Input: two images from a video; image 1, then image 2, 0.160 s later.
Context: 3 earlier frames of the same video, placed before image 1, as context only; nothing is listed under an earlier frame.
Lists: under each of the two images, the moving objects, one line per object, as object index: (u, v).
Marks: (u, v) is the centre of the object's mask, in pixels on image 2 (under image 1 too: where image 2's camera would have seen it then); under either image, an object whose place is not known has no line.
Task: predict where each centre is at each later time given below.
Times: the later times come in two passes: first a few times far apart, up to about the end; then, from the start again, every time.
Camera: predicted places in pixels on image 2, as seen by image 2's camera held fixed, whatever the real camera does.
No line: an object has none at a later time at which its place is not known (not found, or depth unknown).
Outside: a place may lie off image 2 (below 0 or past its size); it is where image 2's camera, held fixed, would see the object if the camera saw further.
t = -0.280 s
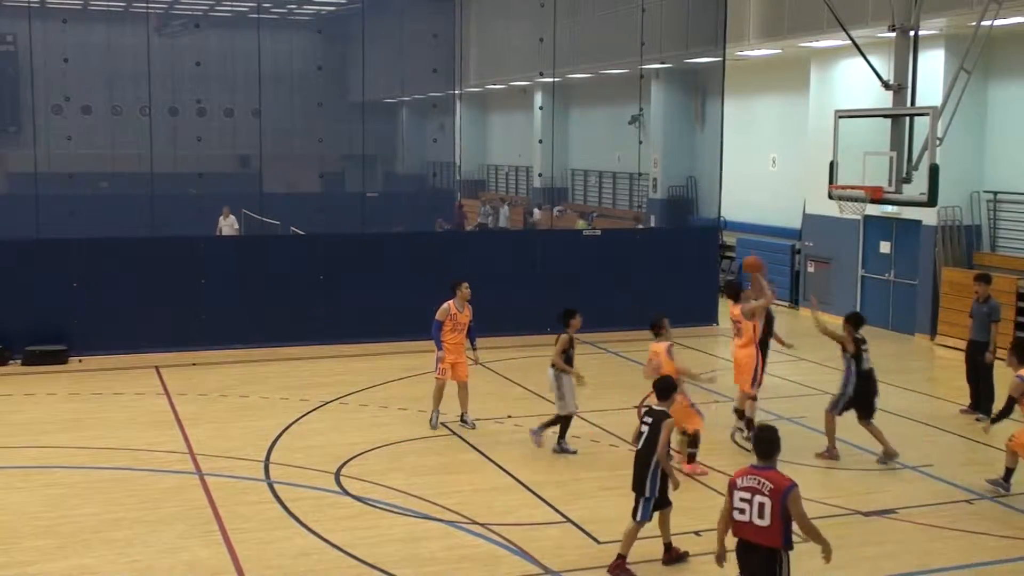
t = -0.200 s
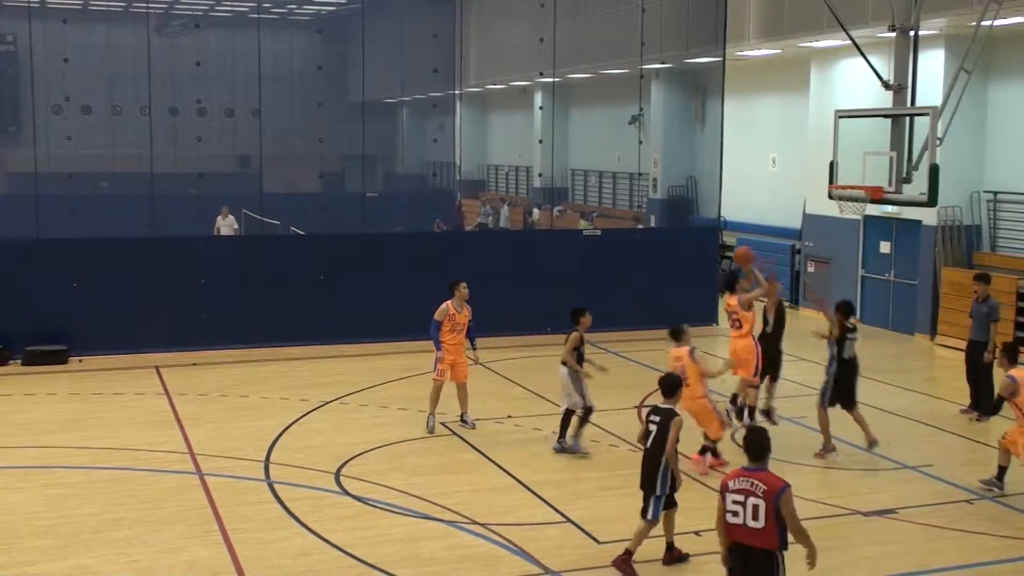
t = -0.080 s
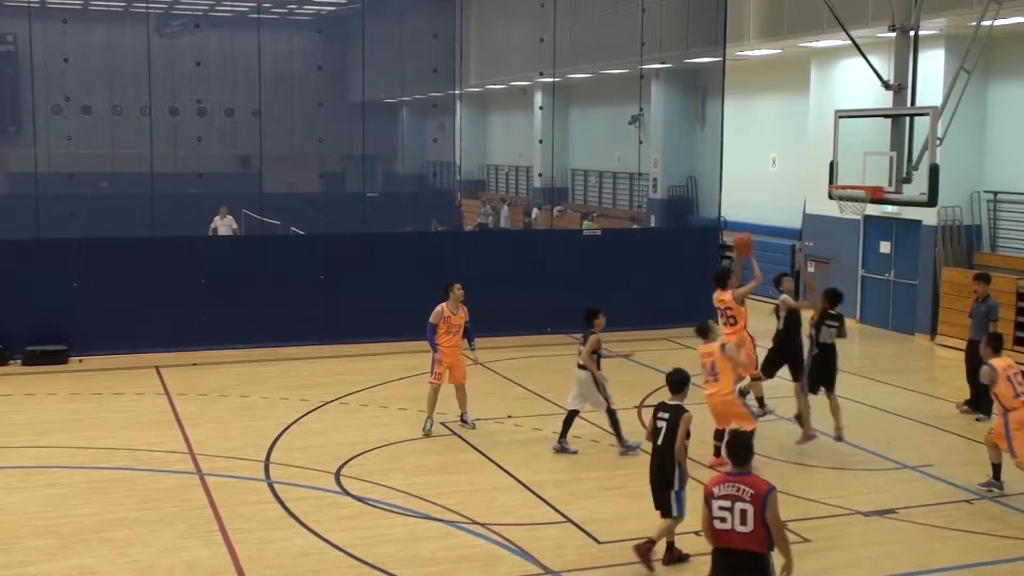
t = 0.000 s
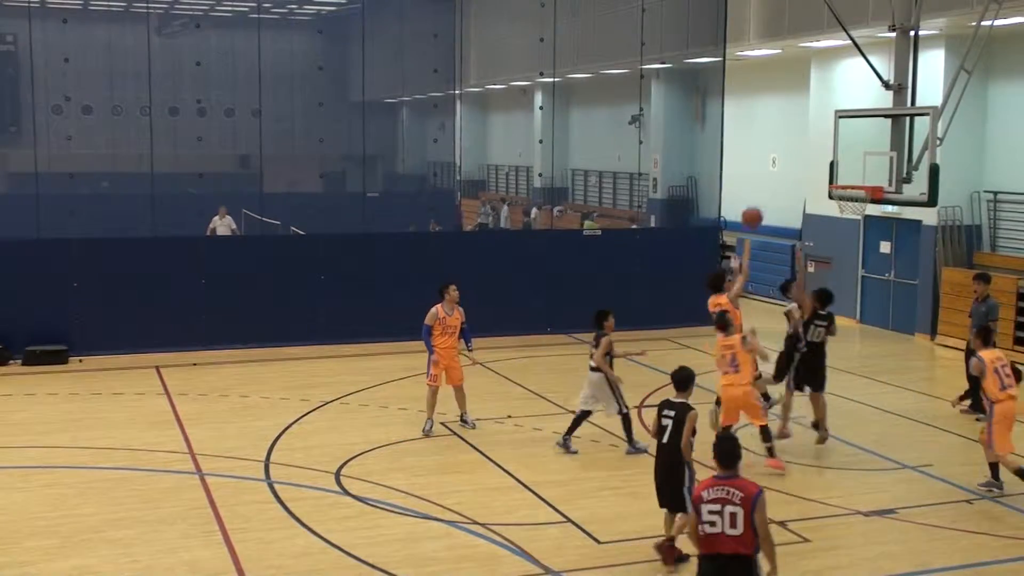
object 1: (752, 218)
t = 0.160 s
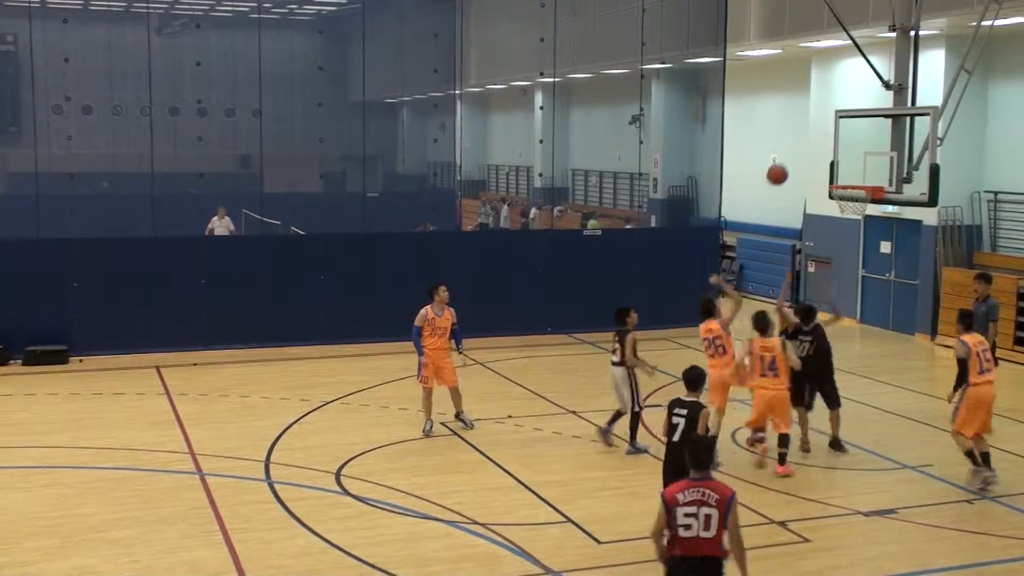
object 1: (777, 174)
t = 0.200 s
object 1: (783, 167)
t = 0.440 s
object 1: (817, 155)
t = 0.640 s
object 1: (844, 178)
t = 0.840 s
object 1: (867, 205)
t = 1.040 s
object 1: (857, 224)
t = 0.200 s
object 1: (783, 167)
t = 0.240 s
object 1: (789, 162)
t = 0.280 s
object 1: (795, 158)
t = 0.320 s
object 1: (801, 155)
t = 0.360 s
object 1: (806, 153)
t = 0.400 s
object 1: (812, 153)
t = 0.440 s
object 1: (817, 155)
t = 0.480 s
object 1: (823, 157)
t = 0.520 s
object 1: (828, 161)
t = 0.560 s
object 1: (833, 166)
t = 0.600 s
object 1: (838, 173)
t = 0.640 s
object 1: (844, 178)
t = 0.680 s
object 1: (848, 186)
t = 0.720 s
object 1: (854, 191)
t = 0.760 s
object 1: (861, 200)
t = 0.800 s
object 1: (866, 205)
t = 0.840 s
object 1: (867, 205)
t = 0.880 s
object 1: (866, 206)
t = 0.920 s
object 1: (864, 209)
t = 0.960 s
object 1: (862, 212)
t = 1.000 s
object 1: (859, 217)
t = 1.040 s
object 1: (857, 224)
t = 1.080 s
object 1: (855, 230)
